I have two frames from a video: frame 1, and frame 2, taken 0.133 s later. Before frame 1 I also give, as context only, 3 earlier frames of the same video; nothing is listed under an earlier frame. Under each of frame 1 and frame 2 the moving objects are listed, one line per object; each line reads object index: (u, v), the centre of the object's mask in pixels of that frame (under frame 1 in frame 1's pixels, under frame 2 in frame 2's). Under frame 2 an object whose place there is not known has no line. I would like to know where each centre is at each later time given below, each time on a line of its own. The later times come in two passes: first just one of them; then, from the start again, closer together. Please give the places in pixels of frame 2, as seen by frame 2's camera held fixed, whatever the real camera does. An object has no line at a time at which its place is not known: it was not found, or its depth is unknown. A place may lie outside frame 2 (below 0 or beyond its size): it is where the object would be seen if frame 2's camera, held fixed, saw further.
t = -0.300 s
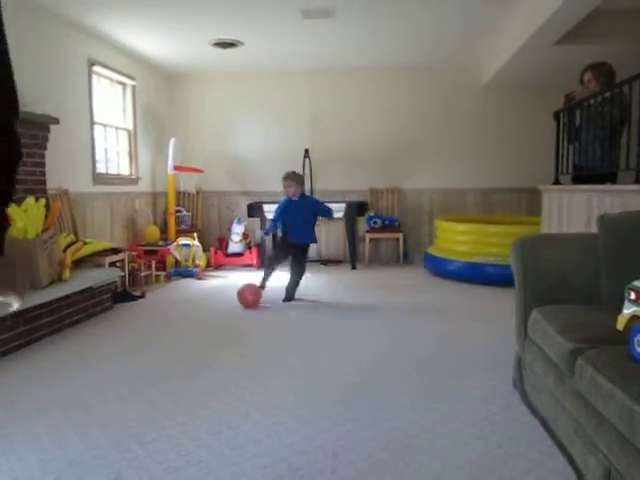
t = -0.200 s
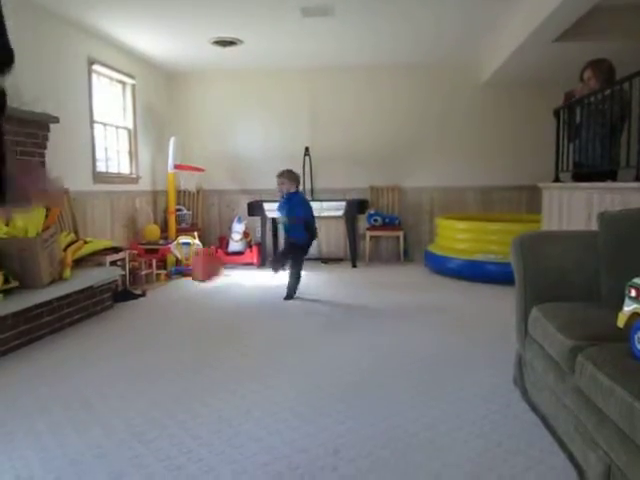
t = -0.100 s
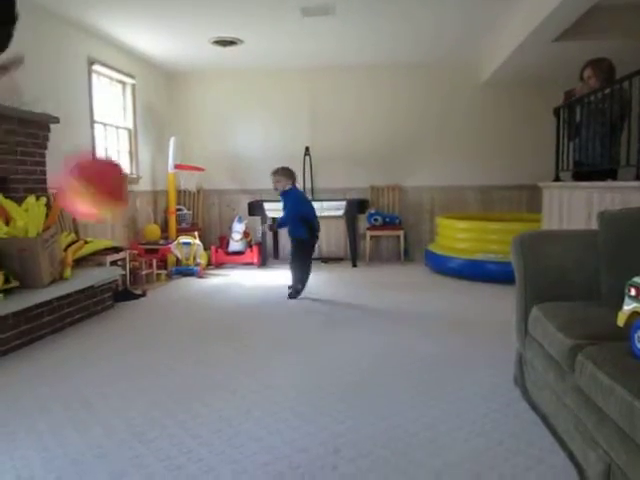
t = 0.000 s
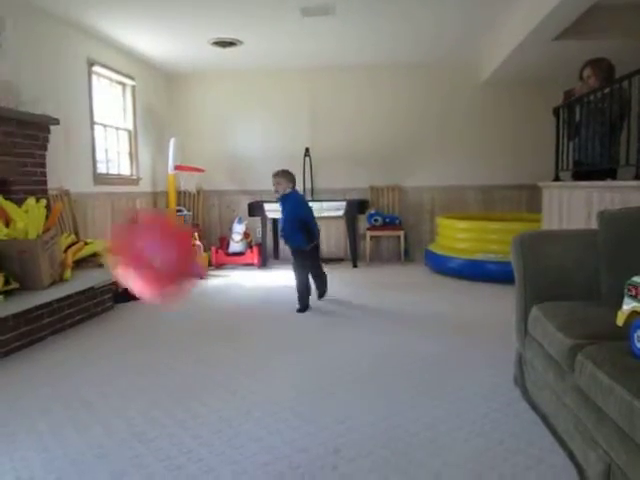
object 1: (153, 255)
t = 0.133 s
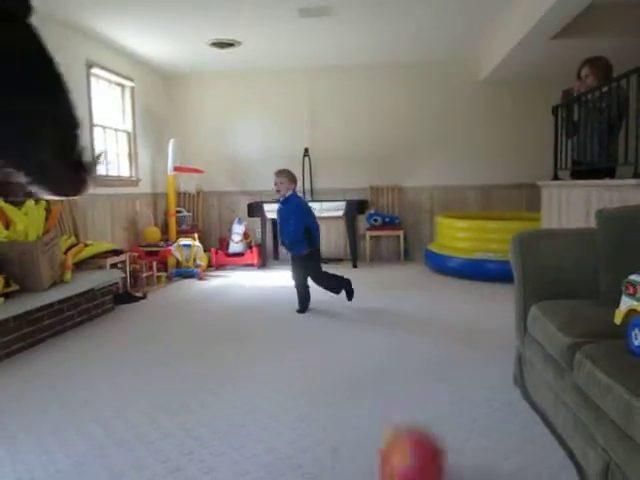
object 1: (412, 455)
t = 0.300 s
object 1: (510, 222)
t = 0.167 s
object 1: (438, 400)
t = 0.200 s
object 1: (461, 346)
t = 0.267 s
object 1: (494, 257)
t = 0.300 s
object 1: (510, 222)
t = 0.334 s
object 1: (522, 193)
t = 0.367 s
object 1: (535, 169)
